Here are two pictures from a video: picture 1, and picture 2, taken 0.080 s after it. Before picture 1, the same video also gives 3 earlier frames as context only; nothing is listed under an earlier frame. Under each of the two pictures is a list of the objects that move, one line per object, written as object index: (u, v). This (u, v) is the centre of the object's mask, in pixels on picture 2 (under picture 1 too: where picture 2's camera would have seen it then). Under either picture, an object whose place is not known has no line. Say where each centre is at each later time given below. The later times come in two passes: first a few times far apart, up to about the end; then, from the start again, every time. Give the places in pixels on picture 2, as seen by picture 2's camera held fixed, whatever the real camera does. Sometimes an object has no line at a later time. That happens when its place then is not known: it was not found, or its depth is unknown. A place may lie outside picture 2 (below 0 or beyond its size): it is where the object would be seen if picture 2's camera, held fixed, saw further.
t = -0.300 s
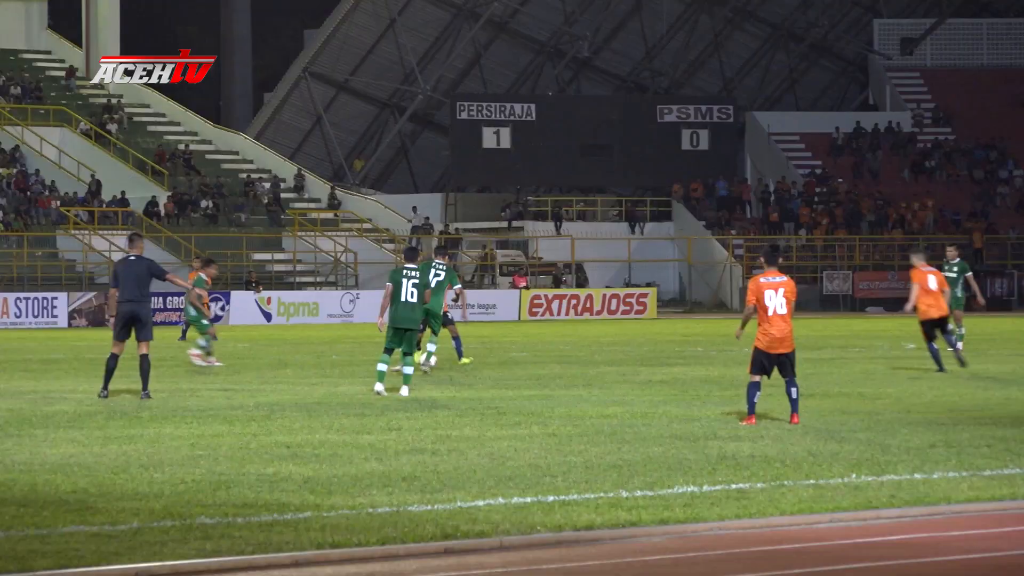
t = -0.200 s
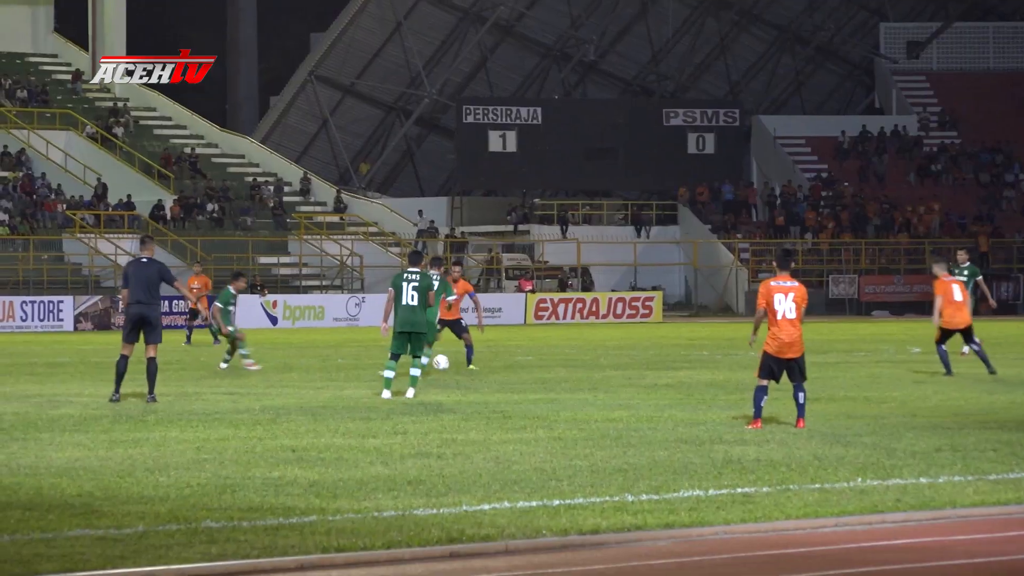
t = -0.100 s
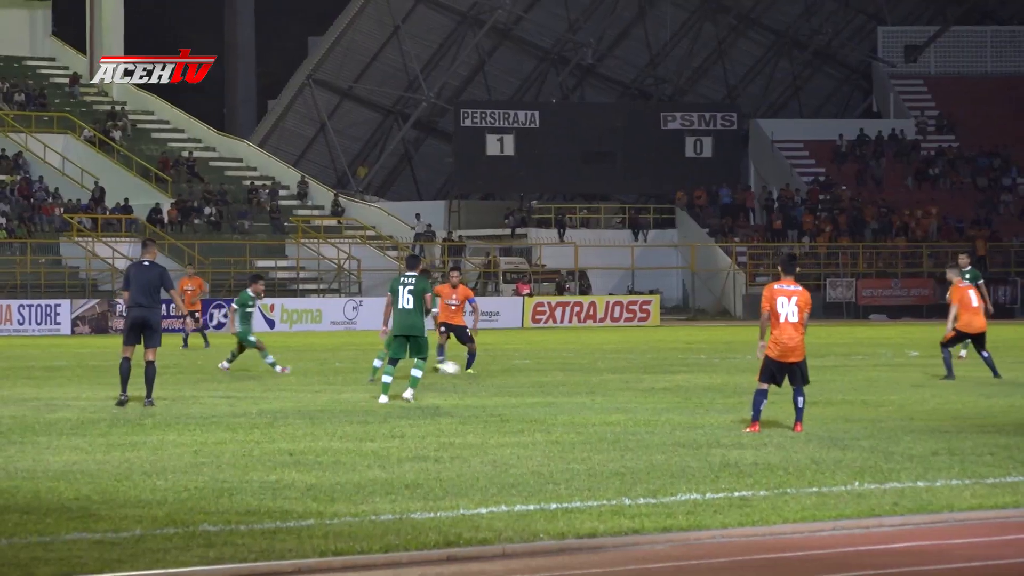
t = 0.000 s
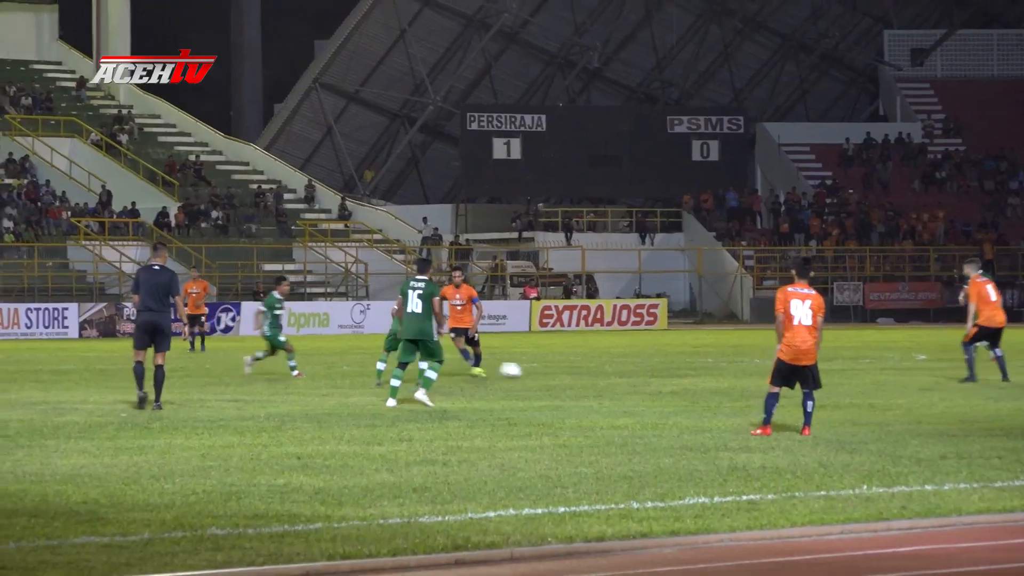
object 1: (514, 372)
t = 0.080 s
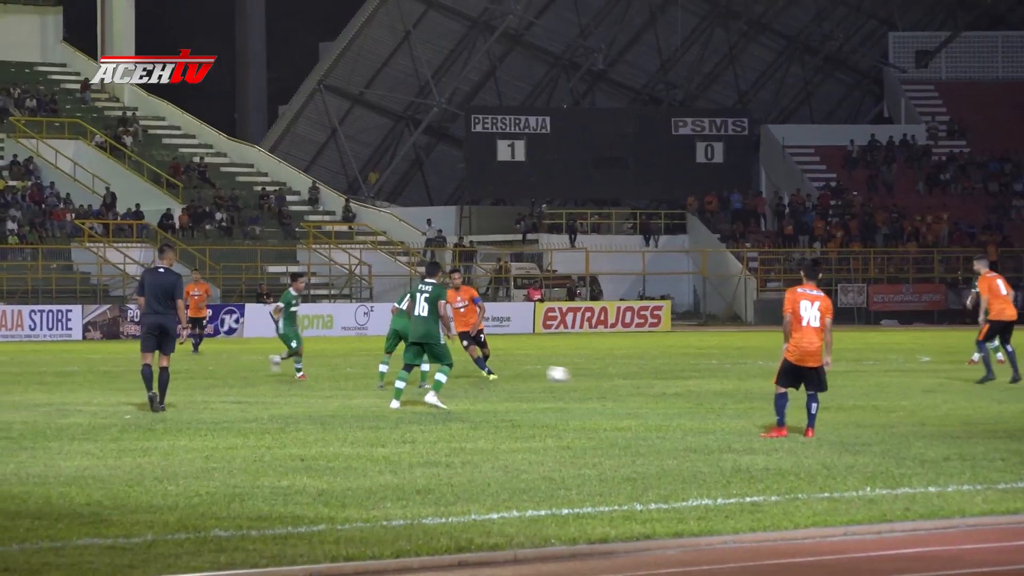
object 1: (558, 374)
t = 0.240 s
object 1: (635, 372)
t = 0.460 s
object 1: (721, 375)
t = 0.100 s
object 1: (568, 375)
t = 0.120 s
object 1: (579, 376)
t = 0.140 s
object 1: (589, 375)
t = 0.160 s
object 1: (599, 374)
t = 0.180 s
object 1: (608, 374)
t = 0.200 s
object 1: (617, 373)
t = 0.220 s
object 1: (626, 372)
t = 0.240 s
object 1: (635, 372)
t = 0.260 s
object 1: (643, 372)
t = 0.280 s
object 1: (652, 373)
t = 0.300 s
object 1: (661, 374)
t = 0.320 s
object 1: (669, 375)
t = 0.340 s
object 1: (678, 376)
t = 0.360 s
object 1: (686, 376)
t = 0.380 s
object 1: (693, 376)
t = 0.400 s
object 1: (700, 375)
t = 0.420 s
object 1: (707, 375)
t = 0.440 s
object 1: (714, 374)
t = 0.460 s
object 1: (721, 375)
